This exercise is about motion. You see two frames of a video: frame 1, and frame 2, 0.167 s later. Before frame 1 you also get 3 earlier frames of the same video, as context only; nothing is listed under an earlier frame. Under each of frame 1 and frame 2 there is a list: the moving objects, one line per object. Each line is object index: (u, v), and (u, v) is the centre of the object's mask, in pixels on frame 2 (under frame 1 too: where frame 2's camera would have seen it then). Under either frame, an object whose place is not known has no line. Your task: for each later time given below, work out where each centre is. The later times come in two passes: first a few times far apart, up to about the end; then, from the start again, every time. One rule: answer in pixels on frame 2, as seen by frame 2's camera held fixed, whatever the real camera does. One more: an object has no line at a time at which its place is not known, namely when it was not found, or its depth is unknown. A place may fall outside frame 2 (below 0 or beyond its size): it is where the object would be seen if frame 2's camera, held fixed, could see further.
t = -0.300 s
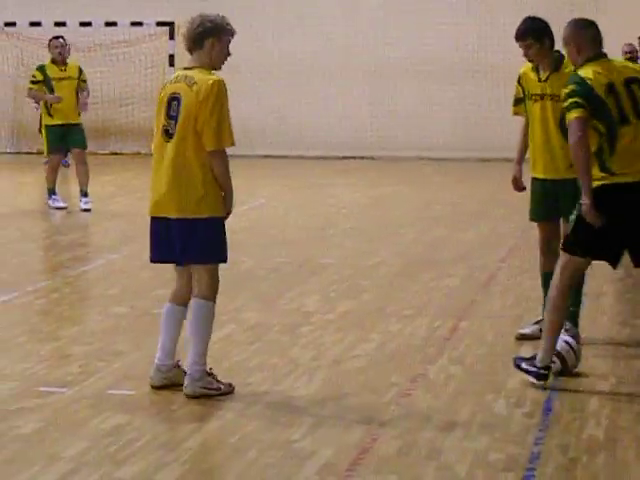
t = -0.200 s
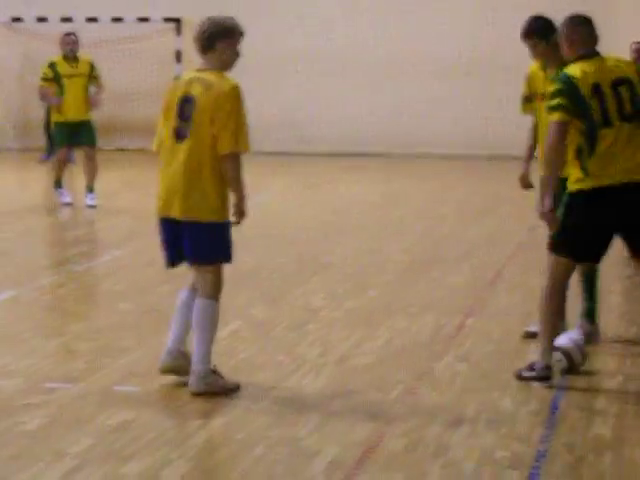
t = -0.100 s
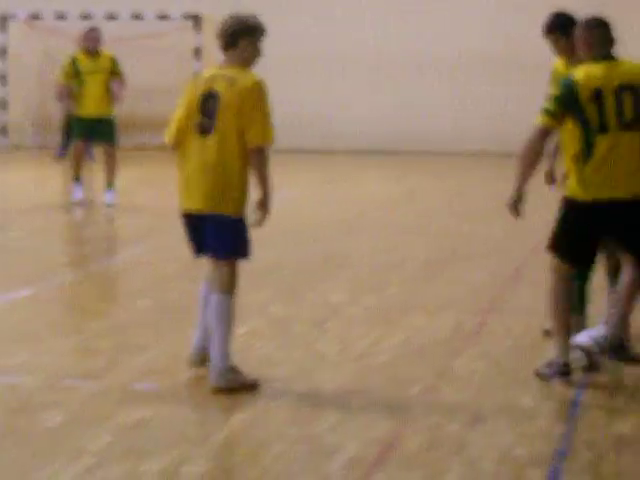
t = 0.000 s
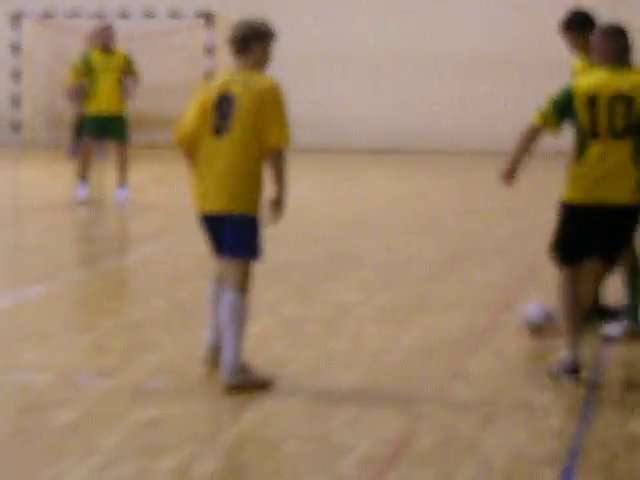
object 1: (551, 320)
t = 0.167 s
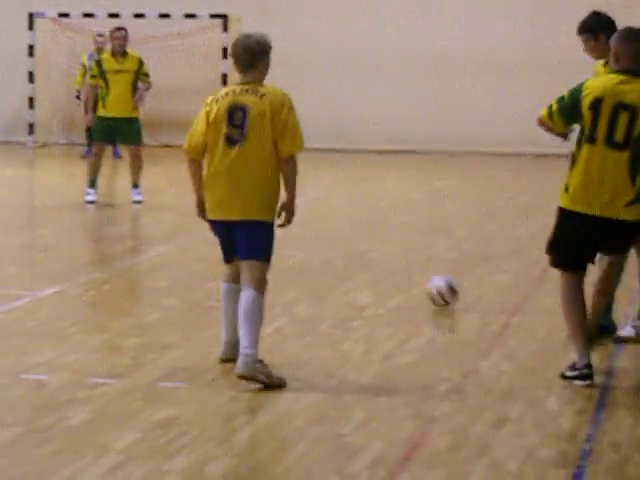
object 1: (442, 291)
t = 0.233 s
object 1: (410, 282)
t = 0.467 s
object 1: (322, 253)
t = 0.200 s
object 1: (425, 285)
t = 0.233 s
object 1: (410, 282)
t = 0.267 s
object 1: (395, 275)
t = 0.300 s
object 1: (381, 273)
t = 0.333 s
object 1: (367, 268)
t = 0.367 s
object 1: (355, 263)
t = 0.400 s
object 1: (344, 258)
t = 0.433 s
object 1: (332, 257)
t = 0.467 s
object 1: (322, 253)
